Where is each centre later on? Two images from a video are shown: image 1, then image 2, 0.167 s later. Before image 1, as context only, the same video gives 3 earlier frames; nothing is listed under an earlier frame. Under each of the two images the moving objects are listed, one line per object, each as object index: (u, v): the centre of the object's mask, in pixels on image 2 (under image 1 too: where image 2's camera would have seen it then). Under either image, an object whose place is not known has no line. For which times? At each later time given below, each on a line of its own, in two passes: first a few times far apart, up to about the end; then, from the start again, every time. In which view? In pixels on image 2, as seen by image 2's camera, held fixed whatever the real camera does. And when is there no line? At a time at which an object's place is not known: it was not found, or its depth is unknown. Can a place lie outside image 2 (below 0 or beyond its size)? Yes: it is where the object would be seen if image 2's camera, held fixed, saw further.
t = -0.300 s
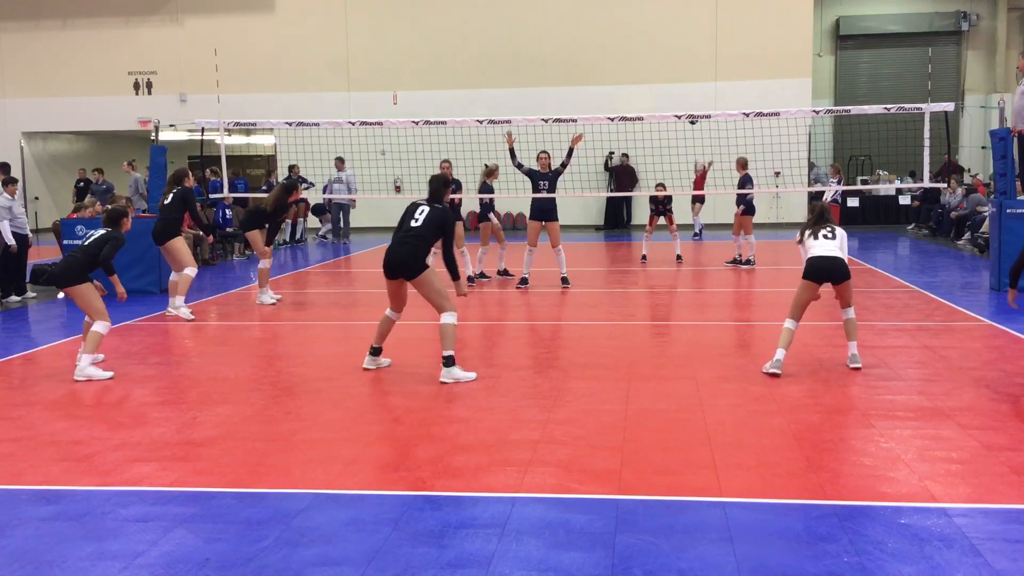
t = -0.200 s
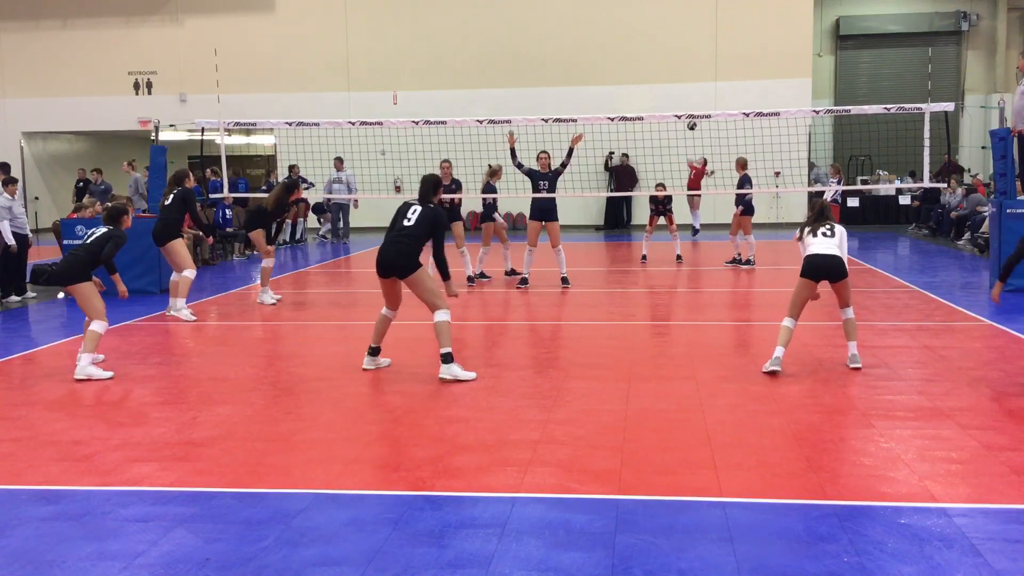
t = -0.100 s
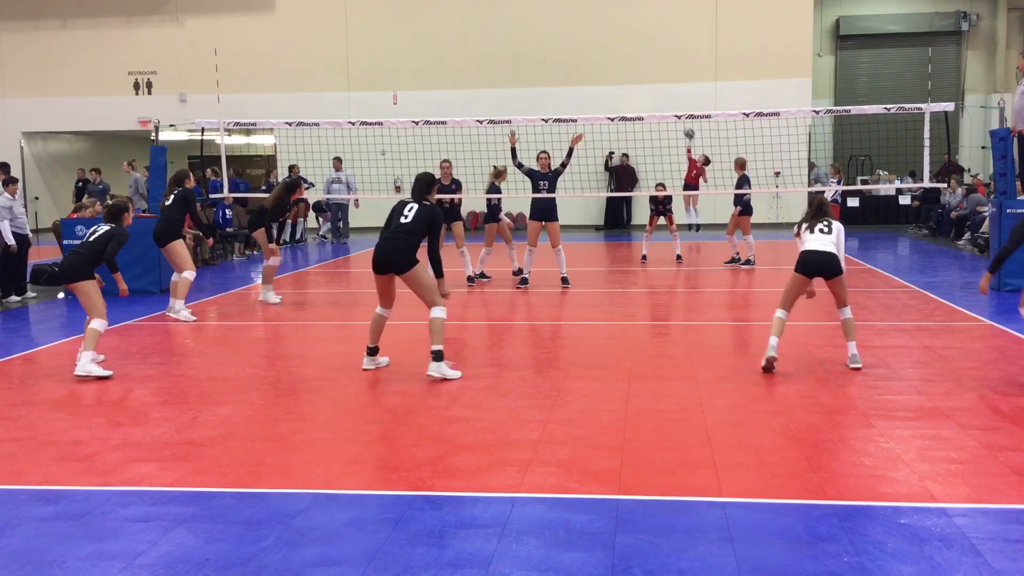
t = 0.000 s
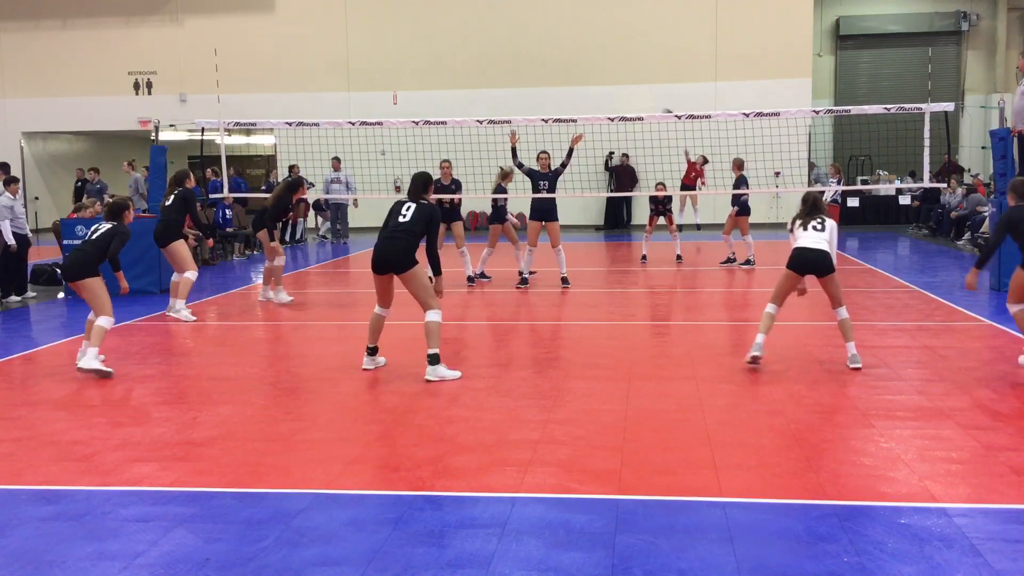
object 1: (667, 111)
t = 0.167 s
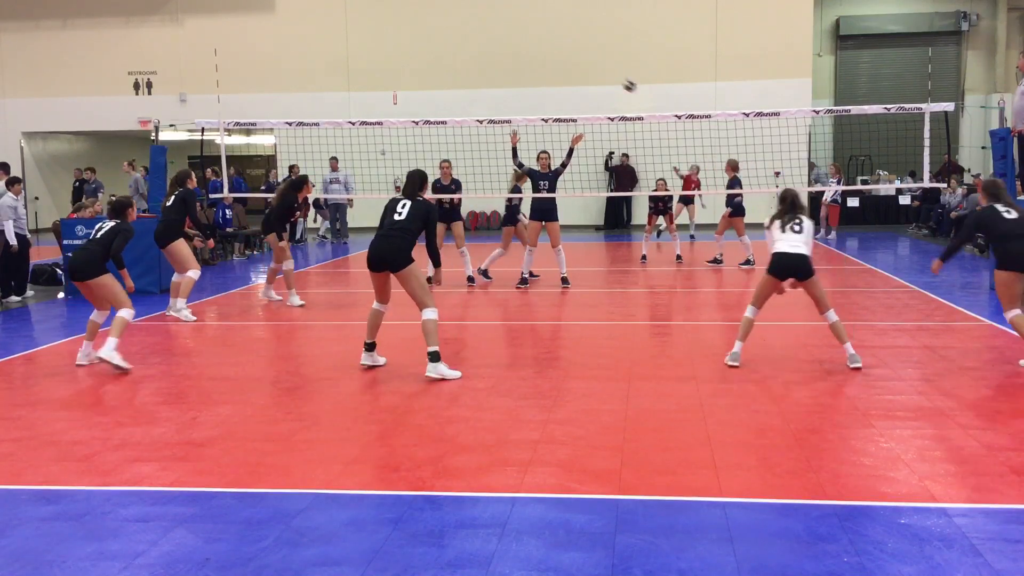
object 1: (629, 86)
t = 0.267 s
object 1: (602, 72)
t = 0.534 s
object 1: (511, 53)
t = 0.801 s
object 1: (376, 78)
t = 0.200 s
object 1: (620, 81)
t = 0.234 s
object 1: (611, 76)
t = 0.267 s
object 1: (602, 72)
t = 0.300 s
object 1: (592, 68)
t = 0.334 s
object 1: (582, 64)
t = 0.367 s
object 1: (573, 61)
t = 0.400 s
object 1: (561, 58)
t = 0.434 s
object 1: (550, 56)
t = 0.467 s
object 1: (537, 54)
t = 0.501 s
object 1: (525, 53)
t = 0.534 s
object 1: (511, 53)
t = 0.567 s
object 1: (497, 53)
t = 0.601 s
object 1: (482, 54)
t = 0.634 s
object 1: (466, 54)
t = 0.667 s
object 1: (450, 57)
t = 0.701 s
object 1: (432, 61)
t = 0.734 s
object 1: (415, 65)
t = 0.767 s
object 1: (395, 72)
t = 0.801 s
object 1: (376, 78)
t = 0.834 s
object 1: (355, 86)
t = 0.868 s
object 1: (333, 96)
